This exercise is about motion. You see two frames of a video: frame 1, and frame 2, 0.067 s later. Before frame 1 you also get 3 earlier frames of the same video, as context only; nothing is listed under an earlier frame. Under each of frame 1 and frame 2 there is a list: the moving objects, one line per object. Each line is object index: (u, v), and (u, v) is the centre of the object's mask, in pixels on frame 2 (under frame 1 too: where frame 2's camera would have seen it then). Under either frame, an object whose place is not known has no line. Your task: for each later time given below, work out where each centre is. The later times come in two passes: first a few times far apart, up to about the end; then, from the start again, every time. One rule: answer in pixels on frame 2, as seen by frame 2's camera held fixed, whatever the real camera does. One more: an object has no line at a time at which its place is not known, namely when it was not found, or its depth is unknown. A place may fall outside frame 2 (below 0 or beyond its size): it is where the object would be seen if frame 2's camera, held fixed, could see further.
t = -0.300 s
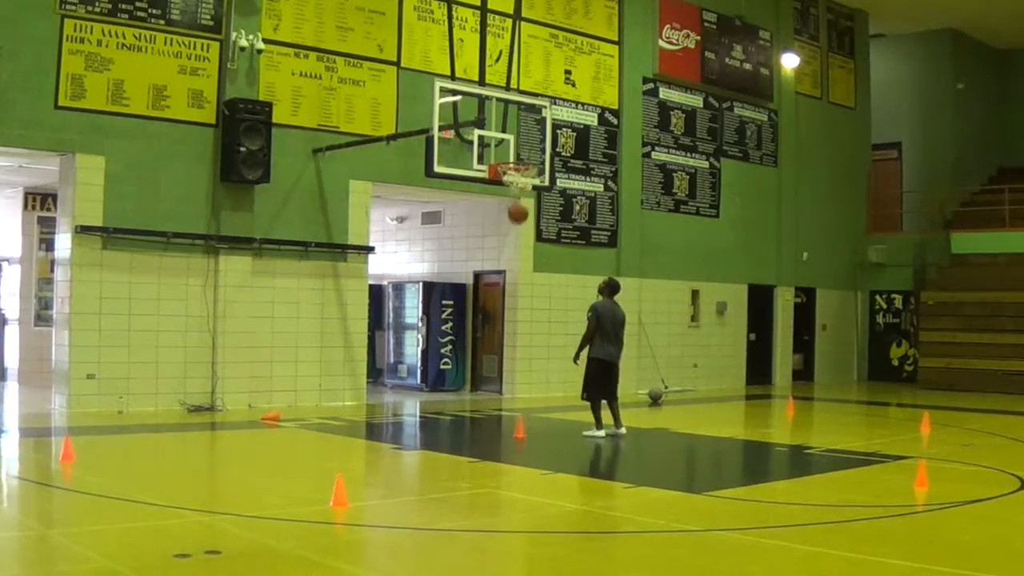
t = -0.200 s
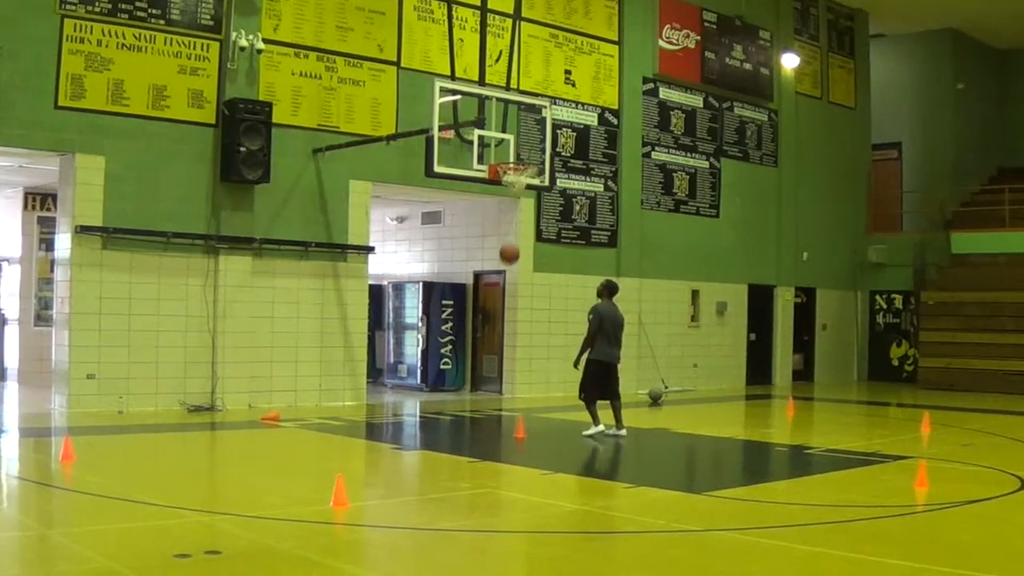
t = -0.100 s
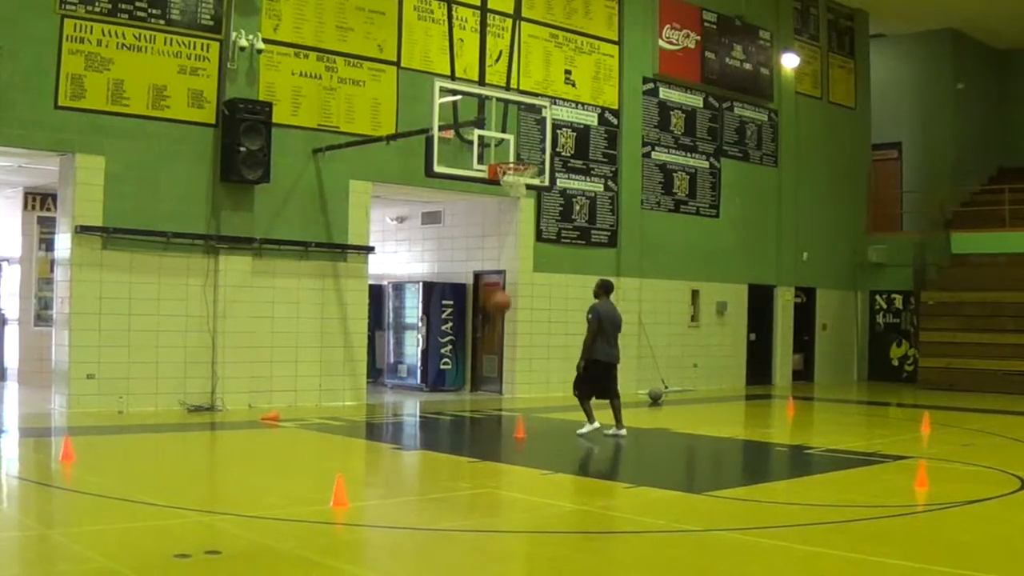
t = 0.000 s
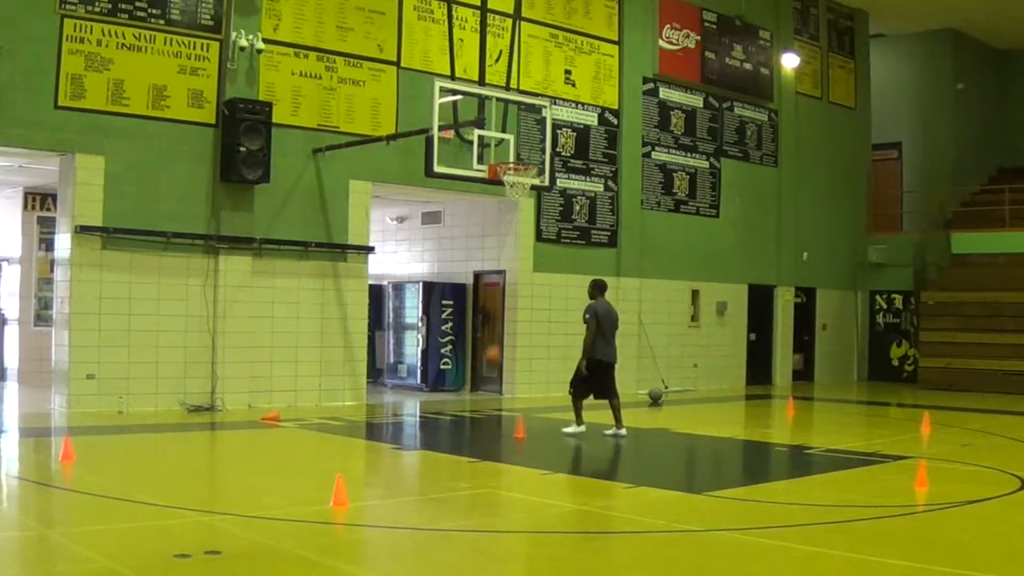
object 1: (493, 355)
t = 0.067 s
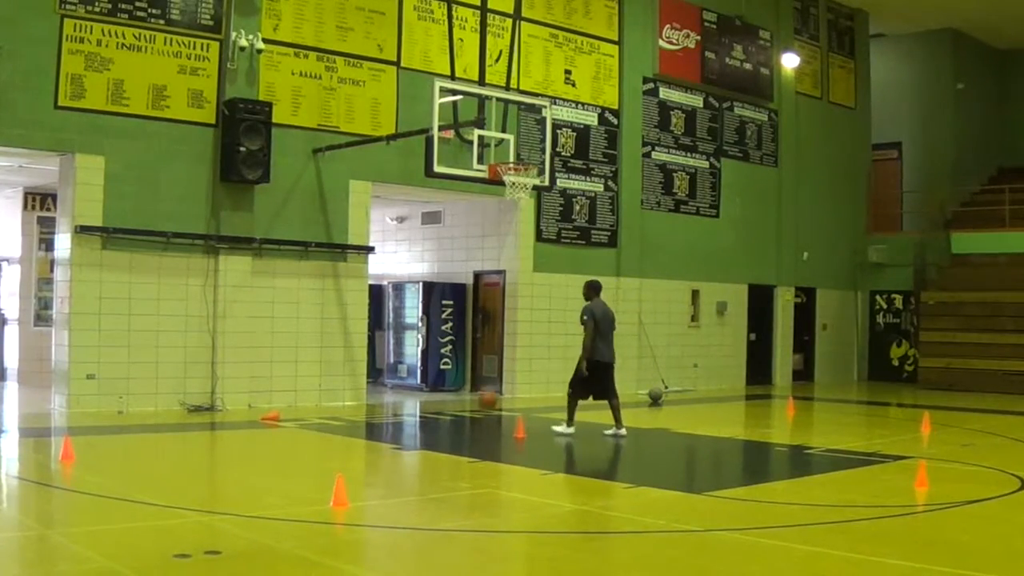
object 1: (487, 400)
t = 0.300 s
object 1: (449, 325)
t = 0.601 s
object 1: (390, 244)
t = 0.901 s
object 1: (329, 237)
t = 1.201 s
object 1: (264, 312)
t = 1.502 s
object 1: (202, 394)
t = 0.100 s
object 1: (484, 417)
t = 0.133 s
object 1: (478, 401)
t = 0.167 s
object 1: (473, 384)
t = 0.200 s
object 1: (467, 368)
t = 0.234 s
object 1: (461, 351)
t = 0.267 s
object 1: (455, 338)
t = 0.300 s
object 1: (449, 325)
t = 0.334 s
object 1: (443, 312)
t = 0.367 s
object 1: (435, 299)
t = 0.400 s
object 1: (429, 290)
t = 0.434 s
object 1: (422, 281)
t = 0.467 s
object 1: (416, 271)
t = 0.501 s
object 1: (409, 263)
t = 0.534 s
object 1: (403, 254)
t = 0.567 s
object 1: (396, 249)
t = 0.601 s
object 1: (390, 244)
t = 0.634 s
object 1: (383, 240)
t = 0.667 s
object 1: (376, 235)
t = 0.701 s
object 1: (370, 233)
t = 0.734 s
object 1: (363, 231)
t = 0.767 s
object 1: (356, 231)
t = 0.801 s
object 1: (349, 231)
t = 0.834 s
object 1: (342, 232)
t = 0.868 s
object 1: (336, 234)
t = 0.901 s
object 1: (329, 237)
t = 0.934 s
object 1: (322, 241)
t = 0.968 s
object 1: (315, 247)
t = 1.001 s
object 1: (307, 253)
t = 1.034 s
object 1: (300, 260)
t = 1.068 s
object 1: (293, 268)
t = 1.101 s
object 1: (285, 278)
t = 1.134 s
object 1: (278, 288)
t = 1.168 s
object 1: (271, 299)
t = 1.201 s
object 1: (264, 312)
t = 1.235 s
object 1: (256, 325)
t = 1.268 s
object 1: (249, 340)
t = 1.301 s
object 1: (242, 356)
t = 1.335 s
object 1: (234, 372)
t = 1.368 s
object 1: (227, 390)
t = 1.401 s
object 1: (220, 409)
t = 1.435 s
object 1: (213, 423)
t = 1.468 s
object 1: (208, 409)
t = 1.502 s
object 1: (202, 394)
